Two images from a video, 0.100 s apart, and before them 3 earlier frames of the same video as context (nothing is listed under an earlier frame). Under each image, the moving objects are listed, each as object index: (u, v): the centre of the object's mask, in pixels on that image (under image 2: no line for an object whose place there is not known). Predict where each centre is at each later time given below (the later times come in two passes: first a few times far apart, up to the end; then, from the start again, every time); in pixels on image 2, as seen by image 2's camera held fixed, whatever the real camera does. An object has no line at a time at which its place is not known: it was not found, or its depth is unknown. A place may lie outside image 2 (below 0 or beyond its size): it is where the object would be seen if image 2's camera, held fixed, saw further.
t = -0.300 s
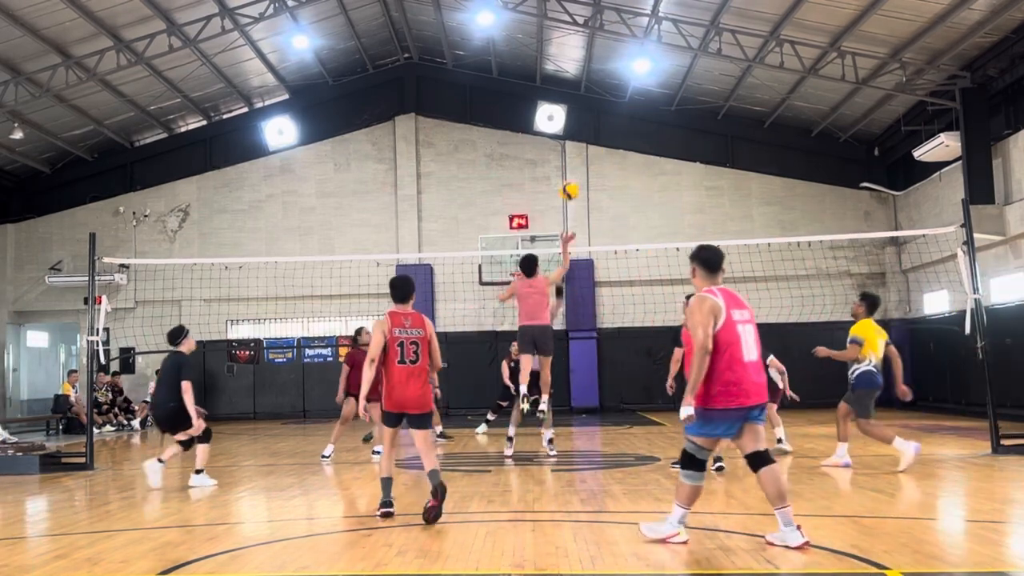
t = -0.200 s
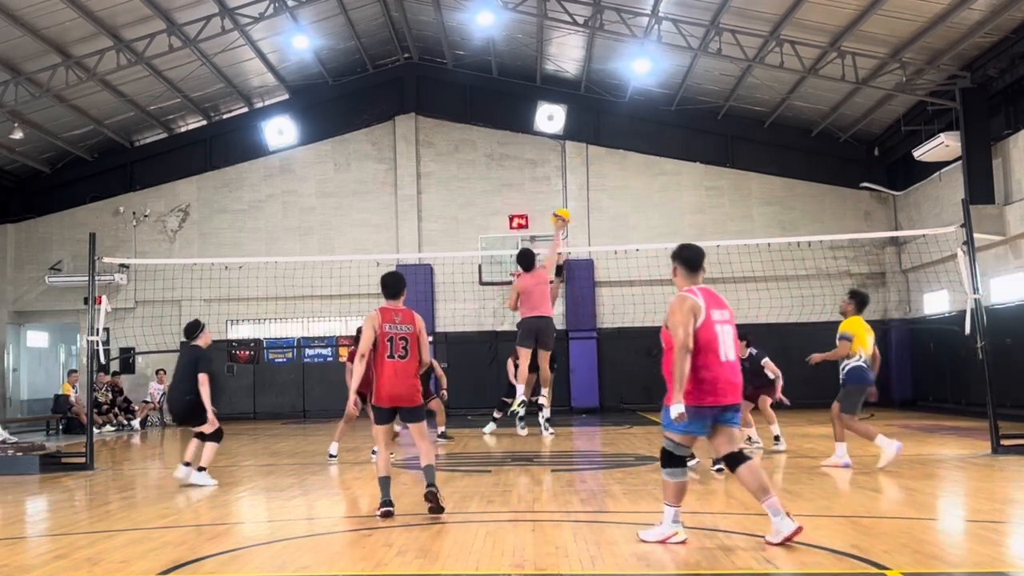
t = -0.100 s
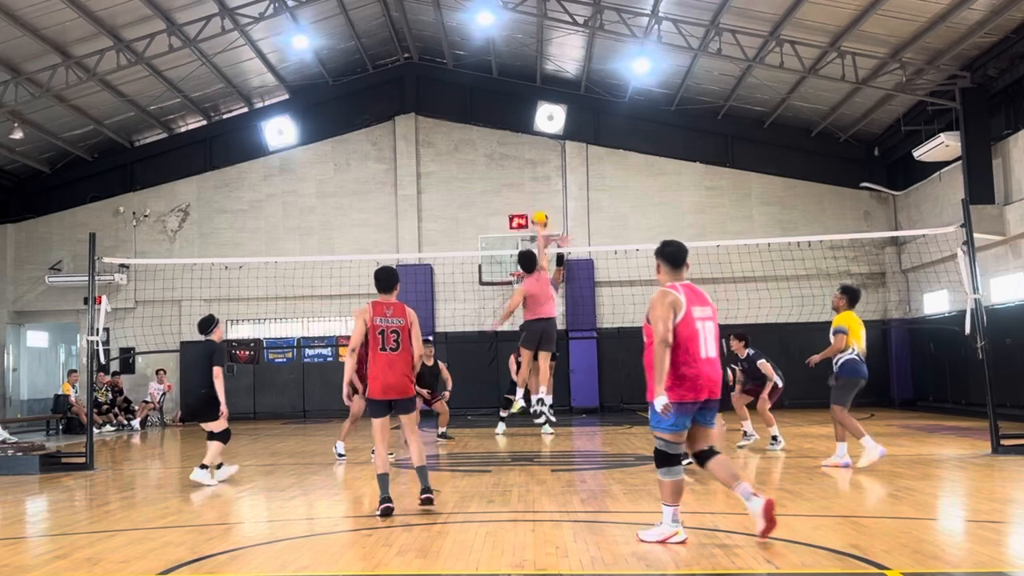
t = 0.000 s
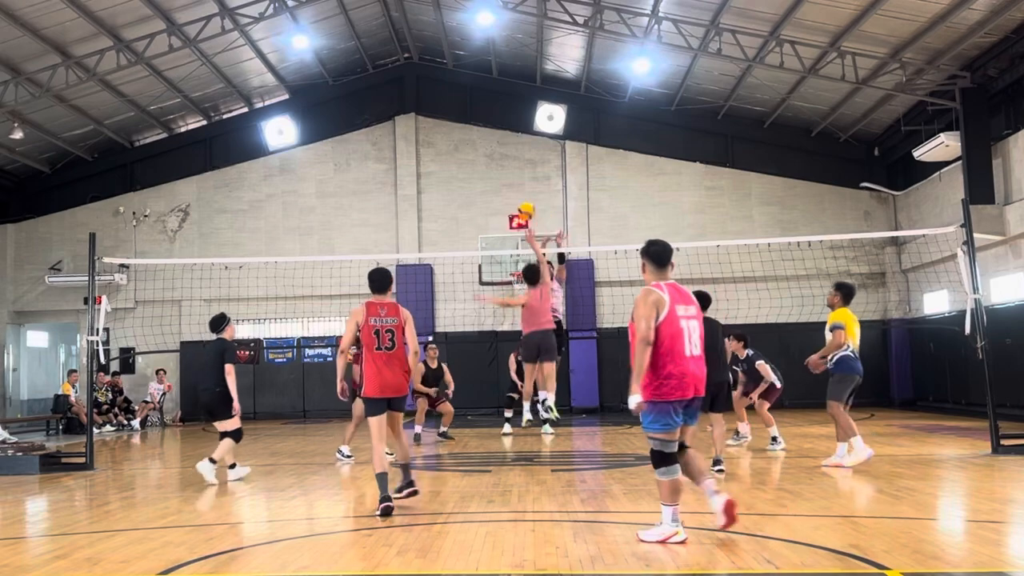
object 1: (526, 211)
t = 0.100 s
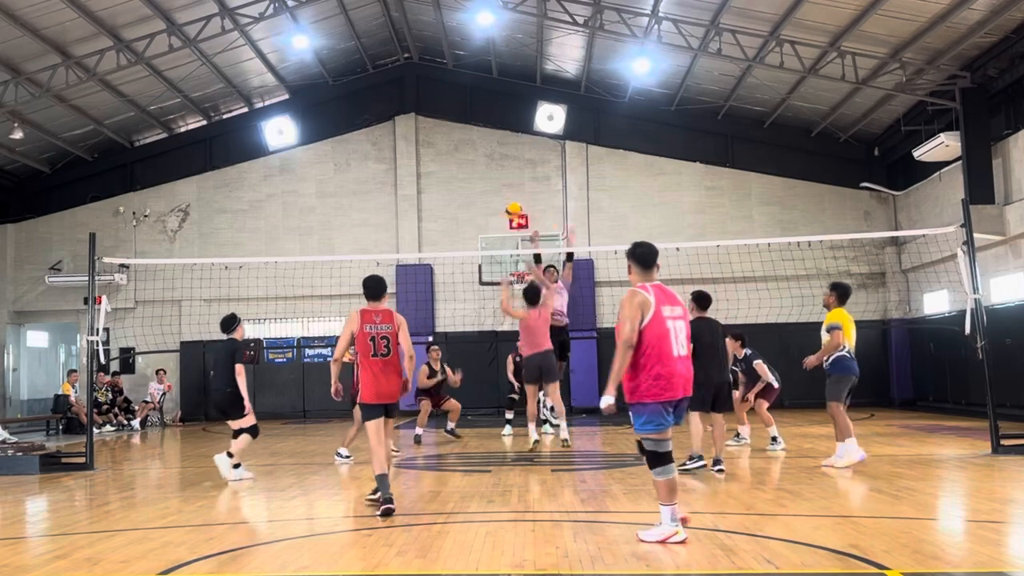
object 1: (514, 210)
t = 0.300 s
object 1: (491, 233)
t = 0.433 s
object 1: (478, 264)
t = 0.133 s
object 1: (509, 212)
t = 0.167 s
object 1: (505, 214)
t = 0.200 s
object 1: (501, 218)
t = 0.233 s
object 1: (498, 223)
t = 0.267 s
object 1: (494, 226)
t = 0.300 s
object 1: (491, 233)
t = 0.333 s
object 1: (487, 240)
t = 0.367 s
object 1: (484, 244)
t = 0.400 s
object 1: (481, 253)
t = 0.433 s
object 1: (478, 264)
